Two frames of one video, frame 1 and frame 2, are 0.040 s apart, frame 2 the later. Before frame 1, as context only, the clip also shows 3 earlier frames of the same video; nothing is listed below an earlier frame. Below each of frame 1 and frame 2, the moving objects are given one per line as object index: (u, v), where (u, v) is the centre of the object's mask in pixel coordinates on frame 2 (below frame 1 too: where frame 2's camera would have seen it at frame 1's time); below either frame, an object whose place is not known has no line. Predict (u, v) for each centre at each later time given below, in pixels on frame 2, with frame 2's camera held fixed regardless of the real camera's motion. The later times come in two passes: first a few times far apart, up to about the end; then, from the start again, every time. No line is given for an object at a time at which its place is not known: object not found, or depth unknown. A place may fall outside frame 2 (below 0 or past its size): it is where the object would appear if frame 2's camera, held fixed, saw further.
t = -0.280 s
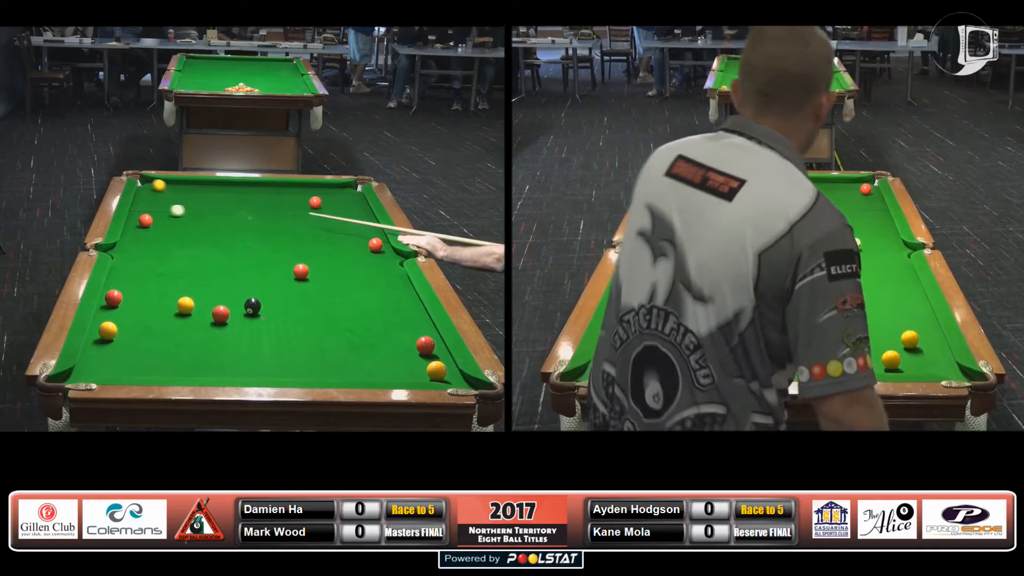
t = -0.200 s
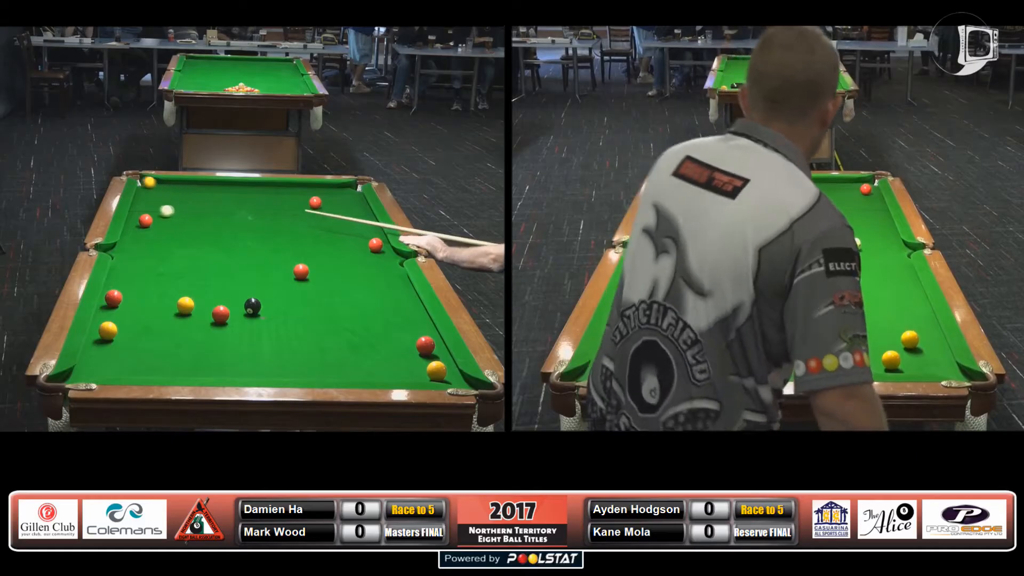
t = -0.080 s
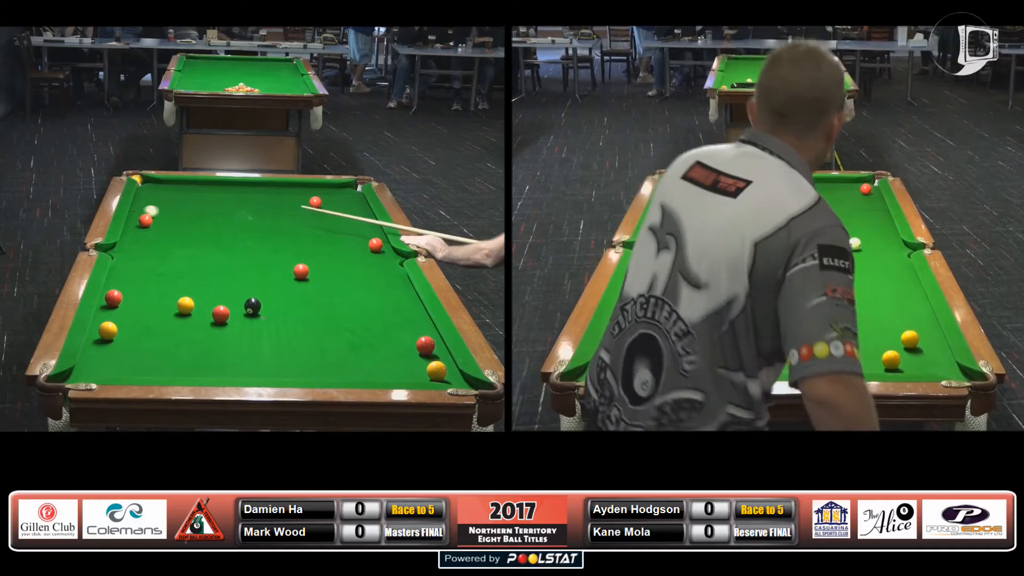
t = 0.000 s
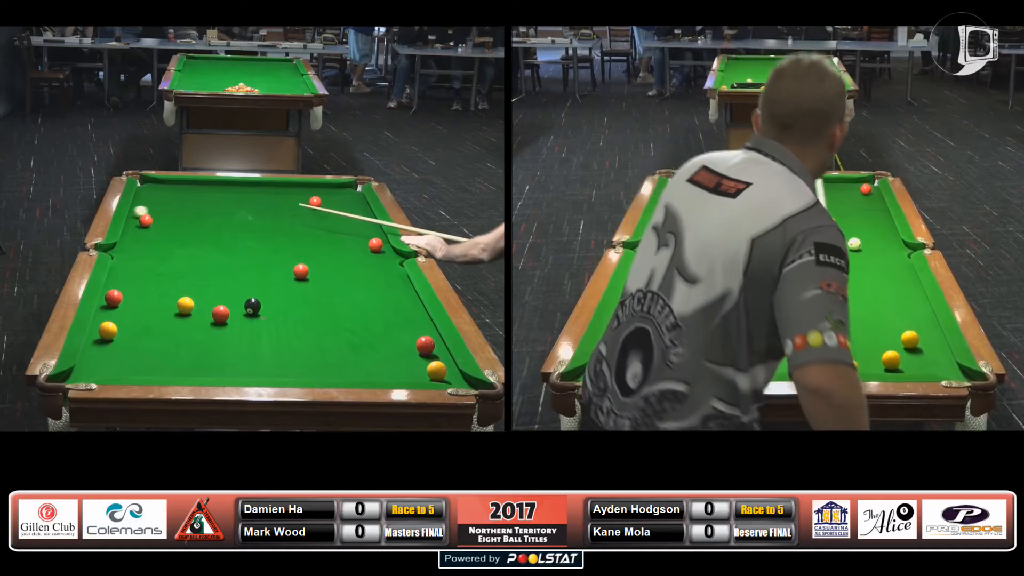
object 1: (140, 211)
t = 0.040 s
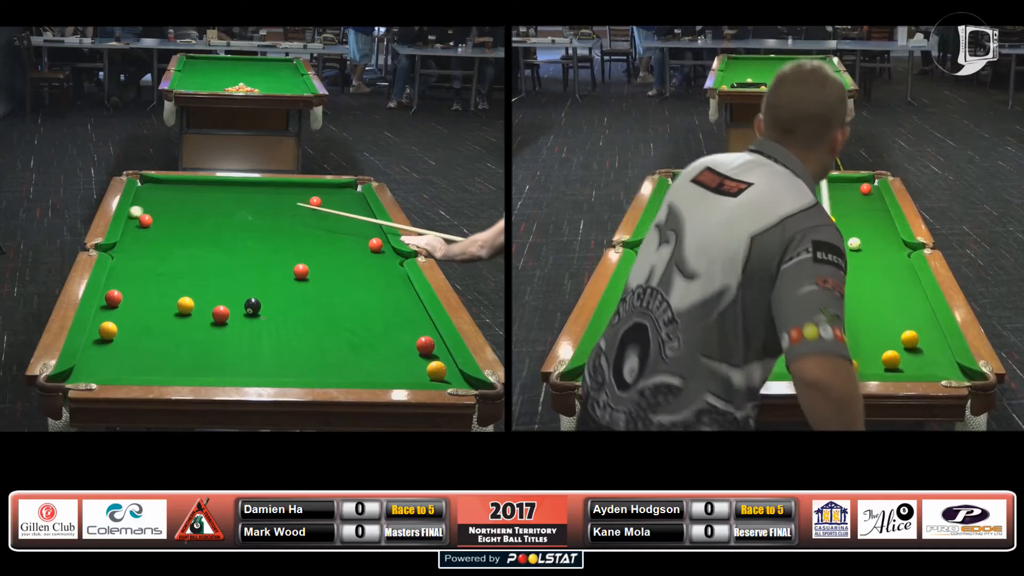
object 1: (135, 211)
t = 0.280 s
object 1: (152, 212)
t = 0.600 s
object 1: (171, 215)
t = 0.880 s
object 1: (187, 216)
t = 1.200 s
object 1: (202, 218)
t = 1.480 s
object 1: (212, 219)
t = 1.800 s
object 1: (222, 220)
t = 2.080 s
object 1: (227, 220)
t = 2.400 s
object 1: (231, 221)
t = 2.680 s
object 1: (232, 221)
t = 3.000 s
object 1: (232, 221)
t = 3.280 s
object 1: (232, 221)
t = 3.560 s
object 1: (232, 220)
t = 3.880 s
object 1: (232, 221)
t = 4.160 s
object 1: (232, 221)
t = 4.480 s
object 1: (232, 221)
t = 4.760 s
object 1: (232, 221)
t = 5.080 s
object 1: (232, 221)
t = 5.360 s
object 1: (232, 221)
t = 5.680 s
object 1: (232, 221)
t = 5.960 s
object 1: (232, 221)
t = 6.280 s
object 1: (232, 221)
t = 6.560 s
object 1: (232, 221)
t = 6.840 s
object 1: (232, 221)
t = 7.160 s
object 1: (232, 221)
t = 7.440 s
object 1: (232, 221)
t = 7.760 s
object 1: (232, 221)
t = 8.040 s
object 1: (232, 221)
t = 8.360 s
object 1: (232, 221)
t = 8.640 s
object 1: (232, 221)
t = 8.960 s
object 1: (232, 221)
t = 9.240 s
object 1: (232, 221)
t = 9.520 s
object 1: (232, 221)
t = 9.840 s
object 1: (232, 221)
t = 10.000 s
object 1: (232, 221)
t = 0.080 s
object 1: (136, 212)
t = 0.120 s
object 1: (139, 211)
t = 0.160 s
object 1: (142, 211)
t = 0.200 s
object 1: (145, 211)
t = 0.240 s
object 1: (148, 211)
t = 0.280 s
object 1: (152, 212)
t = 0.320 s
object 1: (154, 213)
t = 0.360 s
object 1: (157, 213)
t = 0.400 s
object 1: (159, 214)
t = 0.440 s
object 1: (162, 214)
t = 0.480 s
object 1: (164, 214)
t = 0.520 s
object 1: (166, 214)
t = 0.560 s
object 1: (169, 215)
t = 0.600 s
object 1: (171, 215)
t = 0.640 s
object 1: (174, 215)
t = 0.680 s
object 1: (176, 215)
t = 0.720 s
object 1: (178, 215)
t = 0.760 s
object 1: (181, 216)
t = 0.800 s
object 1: (182, 216)
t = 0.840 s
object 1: (185, 216)
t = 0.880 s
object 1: (187, 216)
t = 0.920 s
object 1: (189, 216)
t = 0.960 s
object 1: (191, 217)
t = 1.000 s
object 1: (193, 217)
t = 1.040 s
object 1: (194, 217)
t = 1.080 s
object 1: (196, 217)
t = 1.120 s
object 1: (198, 217)
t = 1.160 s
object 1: (200, 217)
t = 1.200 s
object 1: (202, 218)
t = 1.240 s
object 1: (203, 218)
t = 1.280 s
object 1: (205, 218)
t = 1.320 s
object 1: (206, 218)
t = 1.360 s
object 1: (208, 218)
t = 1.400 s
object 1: (209, 218)
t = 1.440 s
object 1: (211, 219)
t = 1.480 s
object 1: (212, 219)
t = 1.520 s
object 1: (214, 219)
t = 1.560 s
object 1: (215, 219)
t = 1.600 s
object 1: (216, 219)
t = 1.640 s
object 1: (217, 219)
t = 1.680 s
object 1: (219, 219)
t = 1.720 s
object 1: (220, 219)
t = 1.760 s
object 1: (221, 219)
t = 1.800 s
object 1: (222, 220)
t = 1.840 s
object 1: (222, 220)
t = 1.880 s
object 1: (223, 220)
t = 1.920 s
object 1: (224, 220)
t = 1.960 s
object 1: (225, 220)
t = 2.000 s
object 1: (226, 220)
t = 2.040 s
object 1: (227, 220)
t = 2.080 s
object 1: (227, 220)
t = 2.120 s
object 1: (228, 220)
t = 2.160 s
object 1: (228, 220)
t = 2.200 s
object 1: (229, 220)
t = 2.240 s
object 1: (229, 221)
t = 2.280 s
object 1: (230, 220)
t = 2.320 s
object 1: (230, 220)
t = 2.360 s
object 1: (231, 221)
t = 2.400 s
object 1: (231, 221)
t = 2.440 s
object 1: (231, 221)
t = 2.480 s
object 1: (232, 221)
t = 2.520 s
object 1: (232, 221)
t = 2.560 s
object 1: (232, 221)
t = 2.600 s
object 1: (232, 221)
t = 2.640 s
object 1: (232, 221)
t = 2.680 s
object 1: (232, 221)
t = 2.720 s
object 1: (232, 221)
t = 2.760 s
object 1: (232, 221)
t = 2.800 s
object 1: (232, 221)
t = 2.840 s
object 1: (232, 221)
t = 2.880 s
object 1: (232, 221)
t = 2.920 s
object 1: (232, 221)
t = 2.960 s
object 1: (232, 221)
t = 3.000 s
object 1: (232, 221)
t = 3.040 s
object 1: (232, 221)
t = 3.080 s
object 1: (232, 221)
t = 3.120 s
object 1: (232, 221)
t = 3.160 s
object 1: (232, 221)
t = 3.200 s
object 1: (232, 221)
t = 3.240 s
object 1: (232, 221)
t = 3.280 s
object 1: (232, 221)
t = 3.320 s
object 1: (232, 220)
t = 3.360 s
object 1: (232, 221)
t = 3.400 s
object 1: (232, 221)
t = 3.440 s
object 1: (232, 221)
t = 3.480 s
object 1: (232, 220)
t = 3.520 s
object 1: (232, 220)
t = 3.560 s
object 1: (232, 220)
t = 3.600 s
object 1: (232, 221)
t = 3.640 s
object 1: (232, 221)
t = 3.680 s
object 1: (232, 221)
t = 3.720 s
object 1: (232, 220)
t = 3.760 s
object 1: (232, 221)
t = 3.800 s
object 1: (232, 221)
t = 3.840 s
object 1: (232, 221)
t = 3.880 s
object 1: (232, 221)
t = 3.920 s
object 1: (232, 220)
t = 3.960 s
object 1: (232, 220)
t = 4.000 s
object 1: (232, 221)
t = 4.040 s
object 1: (232, 221)
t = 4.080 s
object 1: (232, 220)
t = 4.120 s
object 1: (232, 220)
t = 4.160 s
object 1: (232, 221)
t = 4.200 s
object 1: (232, 221)
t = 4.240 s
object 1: (232, 221)
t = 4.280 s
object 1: (232, 221)
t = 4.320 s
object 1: (232, 221)
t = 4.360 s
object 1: (232, 221)
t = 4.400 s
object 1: (232, 221)
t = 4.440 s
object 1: (232, 221)
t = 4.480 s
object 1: (232, 221)
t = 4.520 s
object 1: (232, 221)
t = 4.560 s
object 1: (232, 221)
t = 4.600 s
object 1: (232, 221)
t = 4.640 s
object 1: (232, 221)
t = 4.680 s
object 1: (232, 220)
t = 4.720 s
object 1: (232, 221)
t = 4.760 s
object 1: (232, 221)
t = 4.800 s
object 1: (232, 221)
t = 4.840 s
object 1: (232, 221)
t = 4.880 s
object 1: (232, 221)
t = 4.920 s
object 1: (232, 221)
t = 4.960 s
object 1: (232, 221)
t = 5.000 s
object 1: (232, 221)
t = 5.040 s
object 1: (232, 221)
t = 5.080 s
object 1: (232, 221)
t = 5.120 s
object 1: (232, 221)
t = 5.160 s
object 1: (232, 221)
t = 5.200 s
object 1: (232, 221)
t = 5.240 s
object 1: (232, 221)
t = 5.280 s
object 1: (232, 220)
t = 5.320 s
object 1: (232, 221)
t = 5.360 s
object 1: (232, 221)
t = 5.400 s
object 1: (232, 221)
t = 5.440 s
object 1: (232, 221)
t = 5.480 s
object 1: (232, 221)
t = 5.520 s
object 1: (232, 221)
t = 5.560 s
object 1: (232, 221)
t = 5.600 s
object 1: (232, 221)
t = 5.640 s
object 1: (232, 221)
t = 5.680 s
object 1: (232, 221)
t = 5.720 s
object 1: (232, 221)
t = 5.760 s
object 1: (232, 221)
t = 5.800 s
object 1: (232, 221)
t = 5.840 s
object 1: (232, 221)
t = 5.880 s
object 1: (232, 221)
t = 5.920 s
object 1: (232, 221)
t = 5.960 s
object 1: (232, 221)
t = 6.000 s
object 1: (232, 221)
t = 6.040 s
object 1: (232, 221)
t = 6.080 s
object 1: (232, 221)
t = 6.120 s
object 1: (232, 221)
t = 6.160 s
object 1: (232, 221)
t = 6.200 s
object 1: (232, 221)
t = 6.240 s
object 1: (232, 221)
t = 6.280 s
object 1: (232, 221)
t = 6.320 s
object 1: (232, 221)
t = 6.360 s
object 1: (232, 221)
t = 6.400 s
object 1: (232, 221)
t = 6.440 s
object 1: (232, 221)
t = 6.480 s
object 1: (232, 221)
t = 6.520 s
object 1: (232, 221)
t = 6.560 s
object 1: (232, 221)
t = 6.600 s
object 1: (232, 221)
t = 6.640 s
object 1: (232, 221)
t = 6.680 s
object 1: (232, 221)
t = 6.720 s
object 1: (232, 221)
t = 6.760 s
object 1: (232, 221)
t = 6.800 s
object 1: (232, 221)
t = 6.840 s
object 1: (232, 221)
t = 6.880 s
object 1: (232, 221)
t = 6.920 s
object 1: (232, 221)
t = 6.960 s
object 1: (232, 221)
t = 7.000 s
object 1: (232, 221)
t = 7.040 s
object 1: (232, 221)
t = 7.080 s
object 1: (232, 221)
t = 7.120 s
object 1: (232, 221)
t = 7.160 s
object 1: (232, 221)
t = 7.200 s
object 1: (232, 221)
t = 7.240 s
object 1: (232, 221)
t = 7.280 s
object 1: (232, 221)
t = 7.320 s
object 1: (232, 221)
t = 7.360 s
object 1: (232, 221)
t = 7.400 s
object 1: (232, 221)
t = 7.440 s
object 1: (232, 221)
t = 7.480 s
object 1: (232, 221)
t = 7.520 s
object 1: (232, 221)
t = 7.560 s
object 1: (232, 221)
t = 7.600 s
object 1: (232, 221)
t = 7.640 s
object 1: (232, 221)
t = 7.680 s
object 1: (232, 221)
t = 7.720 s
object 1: (232, 221)
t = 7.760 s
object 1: (232, 221)
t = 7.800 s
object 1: (232, 221)
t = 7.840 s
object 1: (232, 221)
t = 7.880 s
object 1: (232, 221)
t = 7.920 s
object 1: (232, 221)
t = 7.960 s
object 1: (232, 221)
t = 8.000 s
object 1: (232, 221)
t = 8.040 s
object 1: (232, 221)
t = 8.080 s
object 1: (232, 221)
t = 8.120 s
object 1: (232, 221)
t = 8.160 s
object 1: (232, 221)
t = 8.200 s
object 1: (232, 221)
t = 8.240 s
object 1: (232, 221)
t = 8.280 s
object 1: (232, 221)
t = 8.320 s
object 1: (232, 221)
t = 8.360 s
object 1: (232, 221)
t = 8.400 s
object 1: (232, 221)
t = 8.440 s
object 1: (232, 221)
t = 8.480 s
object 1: (232, 221)
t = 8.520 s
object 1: (232, 221)
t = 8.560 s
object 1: (232, 221)
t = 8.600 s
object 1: (232, 221)
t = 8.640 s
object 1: (232, 221)
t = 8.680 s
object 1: (232, 221)
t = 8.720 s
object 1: (232, 221)
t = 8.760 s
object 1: (232, 221)
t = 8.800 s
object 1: (232, 221)
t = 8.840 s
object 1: (232, 221)
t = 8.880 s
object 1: (232, 221)
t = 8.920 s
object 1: (232, 221)
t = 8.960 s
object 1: (232, 221)
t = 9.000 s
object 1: (232, 221)
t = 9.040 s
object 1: (232, 221)
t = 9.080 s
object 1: (232, 221)
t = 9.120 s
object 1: (232, 221)
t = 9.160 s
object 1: (232, 221)
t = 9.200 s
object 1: (232, 221)
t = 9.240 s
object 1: (232, 221)
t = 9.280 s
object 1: (232, 221)
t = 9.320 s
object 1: (232, 221)
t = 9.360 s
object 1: (232, 221)
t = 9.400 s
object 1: (232, 221)
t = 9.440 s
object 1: (232, 221)
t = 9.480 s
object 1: (232, 221)
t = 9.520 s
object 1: (232, 221)
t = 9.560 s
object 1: (232, 221)
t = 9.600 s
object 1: (232, 221)
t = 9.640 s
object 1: (232, 221)
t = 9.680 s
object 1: (232, 221)
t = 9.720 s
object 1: (232, 221)
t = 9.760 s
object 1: (232, 221)
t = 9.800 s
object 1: (232, 221)
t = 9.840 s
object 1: (232, 221)
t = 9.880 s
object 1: (232, 221)
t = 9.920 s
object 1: (232, 221)
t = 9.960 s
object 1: (232, 221)
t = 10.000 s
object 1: (232, 221)
